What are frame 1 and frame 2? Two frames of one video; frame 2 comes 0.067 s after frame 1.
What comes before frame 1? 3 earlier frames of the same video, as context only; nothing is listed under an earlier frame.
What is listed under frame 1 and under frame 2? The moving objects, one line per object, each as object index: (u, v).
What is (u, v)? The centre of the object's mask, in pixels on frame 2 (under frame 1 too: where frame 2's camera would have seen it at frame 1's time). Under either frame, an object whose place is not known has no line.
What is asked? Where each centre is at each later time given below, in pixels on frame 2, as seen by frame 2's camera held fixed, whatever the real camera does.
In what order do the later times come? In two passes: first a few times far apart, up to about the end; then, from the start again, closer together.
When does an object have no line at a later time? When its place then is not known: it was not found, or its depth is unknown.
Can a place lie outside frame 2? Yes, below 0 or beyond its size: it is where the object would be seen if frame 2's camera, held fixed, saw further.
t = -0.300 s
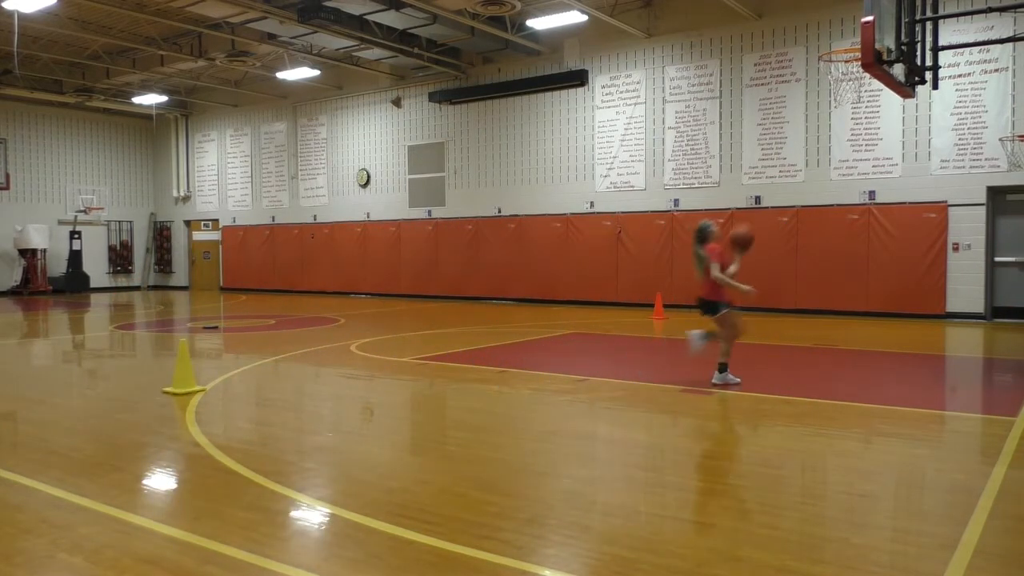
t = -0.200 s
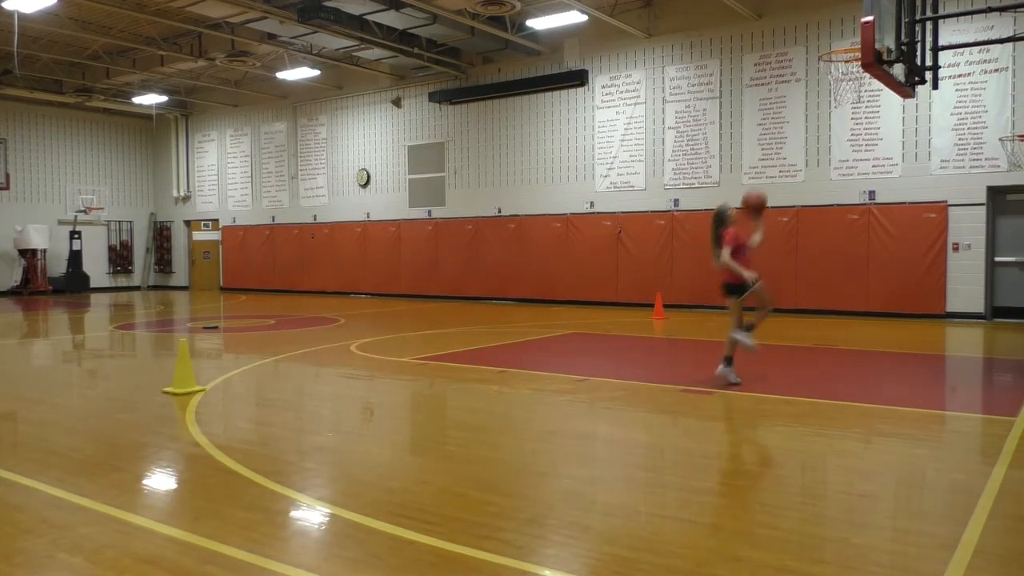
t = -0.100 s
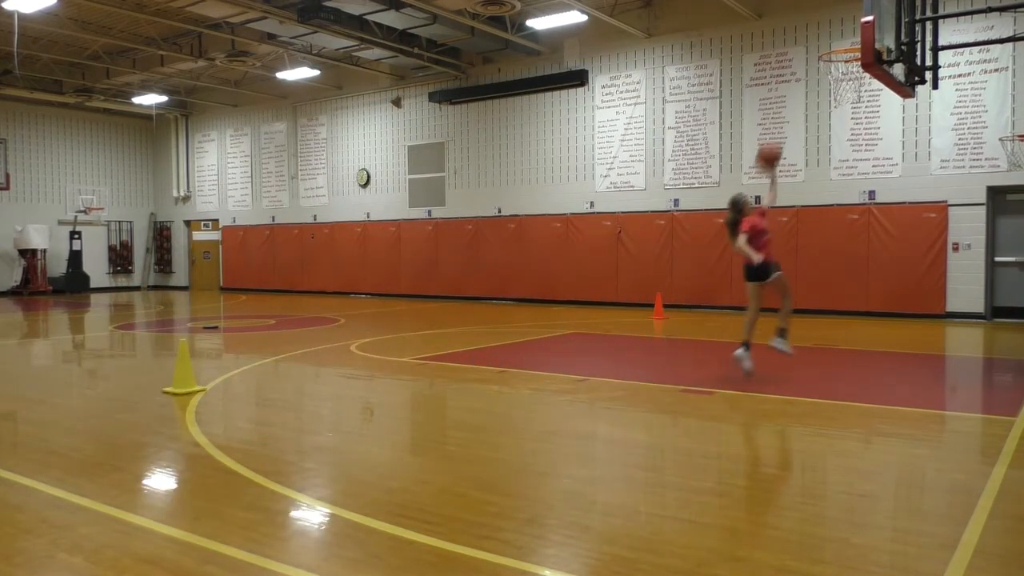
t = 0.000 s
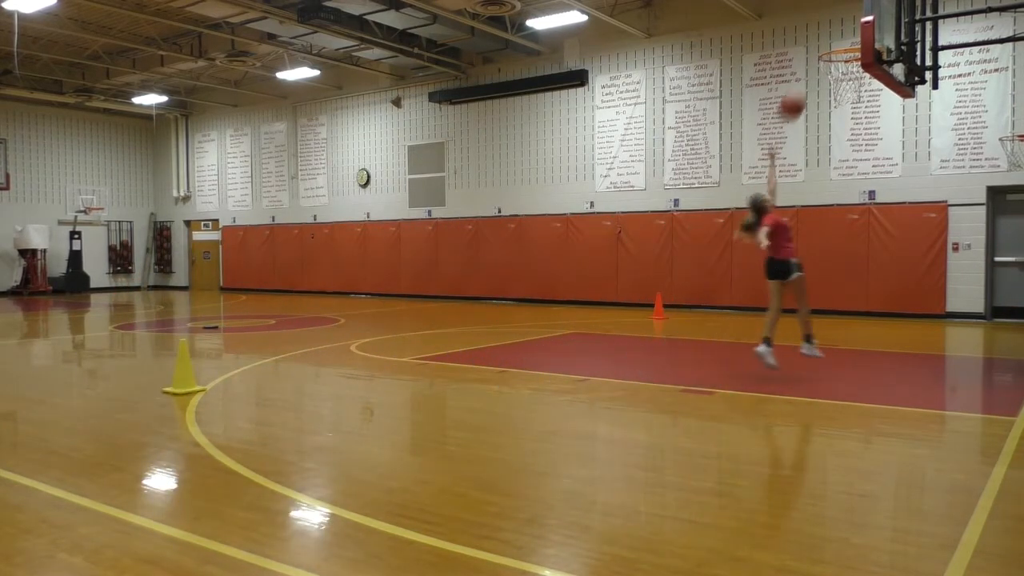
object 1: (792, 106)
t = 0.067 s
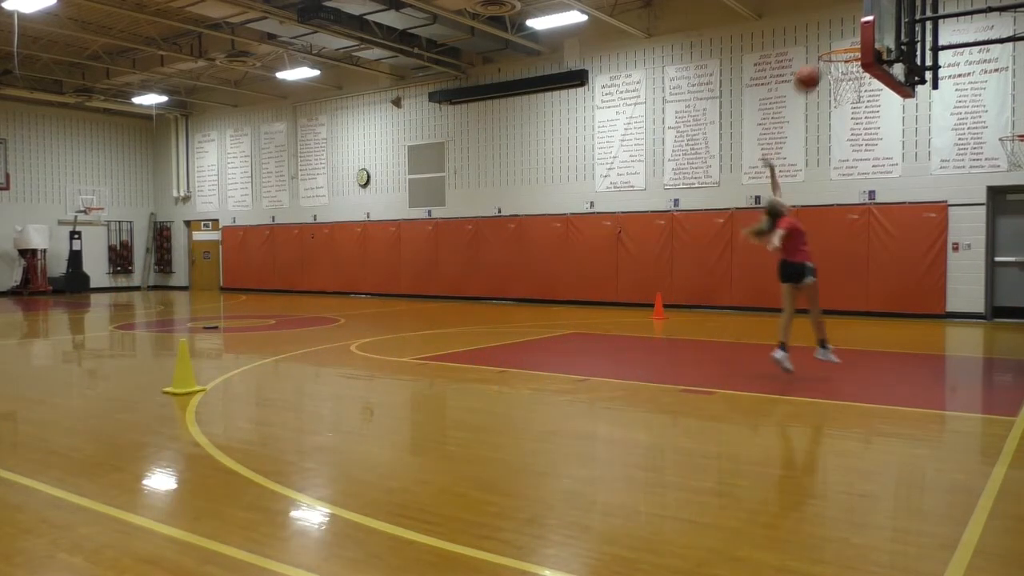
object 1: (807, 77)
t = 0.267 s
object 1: (851, 26)
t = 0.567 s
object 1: (840, 41)
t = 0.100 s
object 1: (815, 66)
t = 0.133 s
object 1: (821, 57)
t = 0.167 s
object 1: (830, 47)
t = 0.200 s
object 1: (838, 38)
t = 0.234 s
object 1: (845, 31)
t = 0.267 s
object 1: (851, 26)
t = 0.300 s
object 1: (855, 21)
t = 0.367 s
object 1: (858, 17)
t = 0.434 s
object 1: (854, 22)
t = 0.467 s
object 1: (852, 26)
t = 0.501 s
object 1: (849, 32)
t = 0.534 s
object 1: (845, 37)
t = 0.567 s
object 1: (840, 41)
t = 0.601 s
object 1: (835, 53)
